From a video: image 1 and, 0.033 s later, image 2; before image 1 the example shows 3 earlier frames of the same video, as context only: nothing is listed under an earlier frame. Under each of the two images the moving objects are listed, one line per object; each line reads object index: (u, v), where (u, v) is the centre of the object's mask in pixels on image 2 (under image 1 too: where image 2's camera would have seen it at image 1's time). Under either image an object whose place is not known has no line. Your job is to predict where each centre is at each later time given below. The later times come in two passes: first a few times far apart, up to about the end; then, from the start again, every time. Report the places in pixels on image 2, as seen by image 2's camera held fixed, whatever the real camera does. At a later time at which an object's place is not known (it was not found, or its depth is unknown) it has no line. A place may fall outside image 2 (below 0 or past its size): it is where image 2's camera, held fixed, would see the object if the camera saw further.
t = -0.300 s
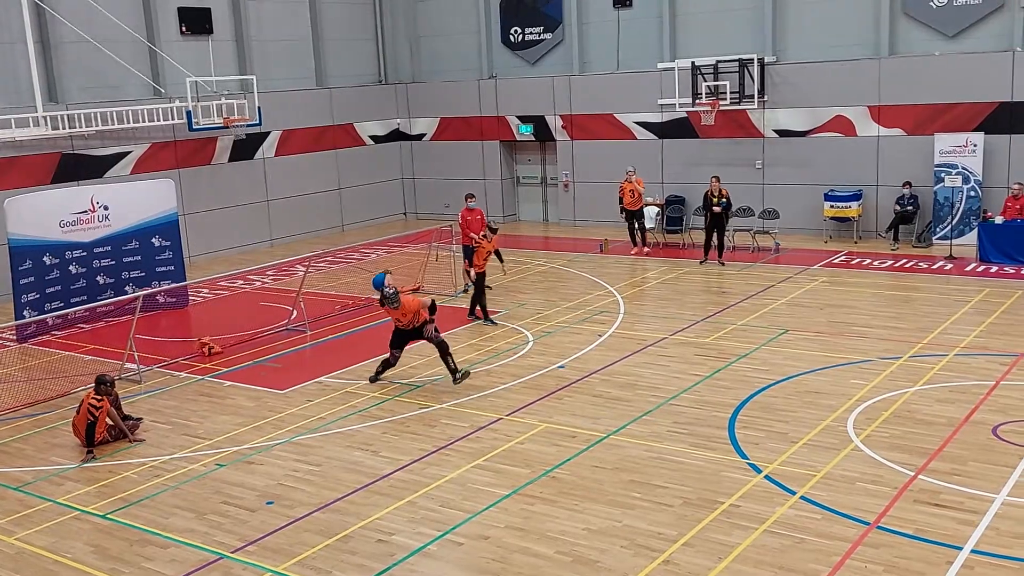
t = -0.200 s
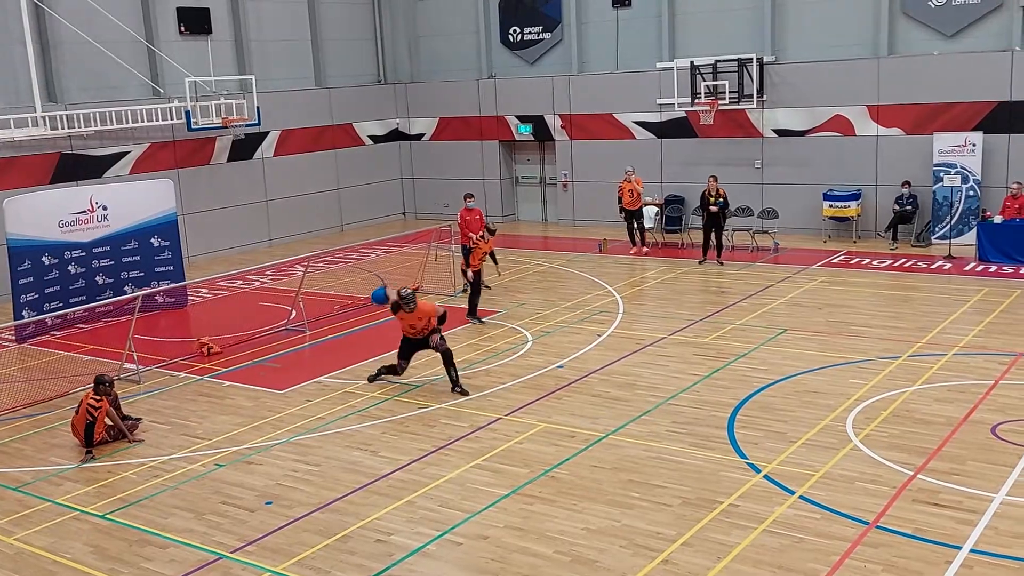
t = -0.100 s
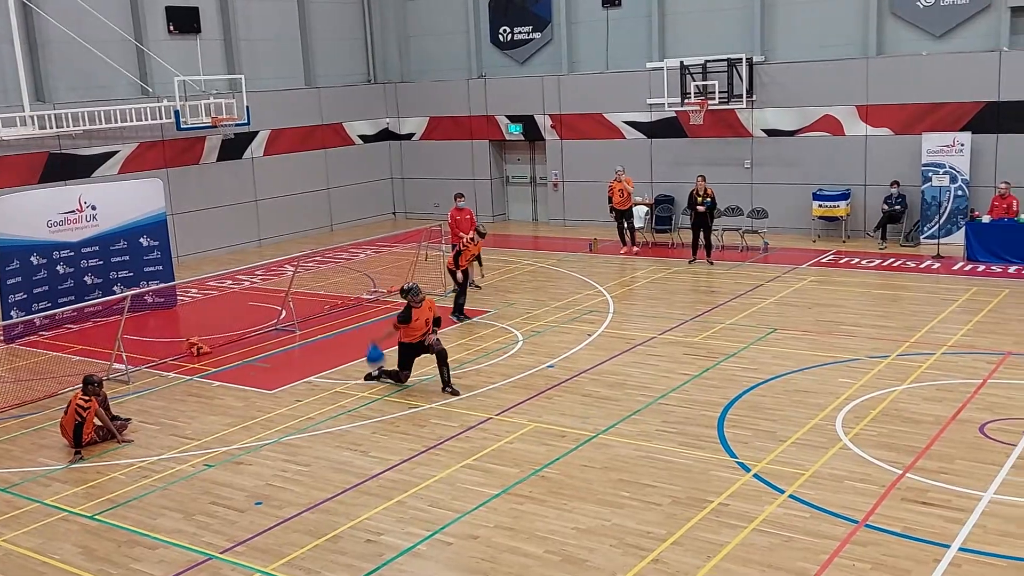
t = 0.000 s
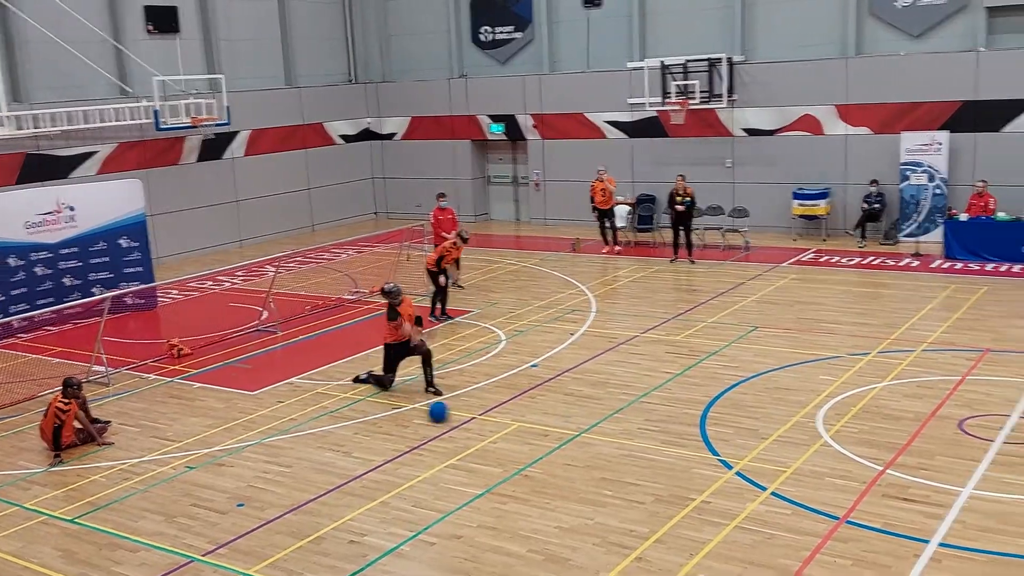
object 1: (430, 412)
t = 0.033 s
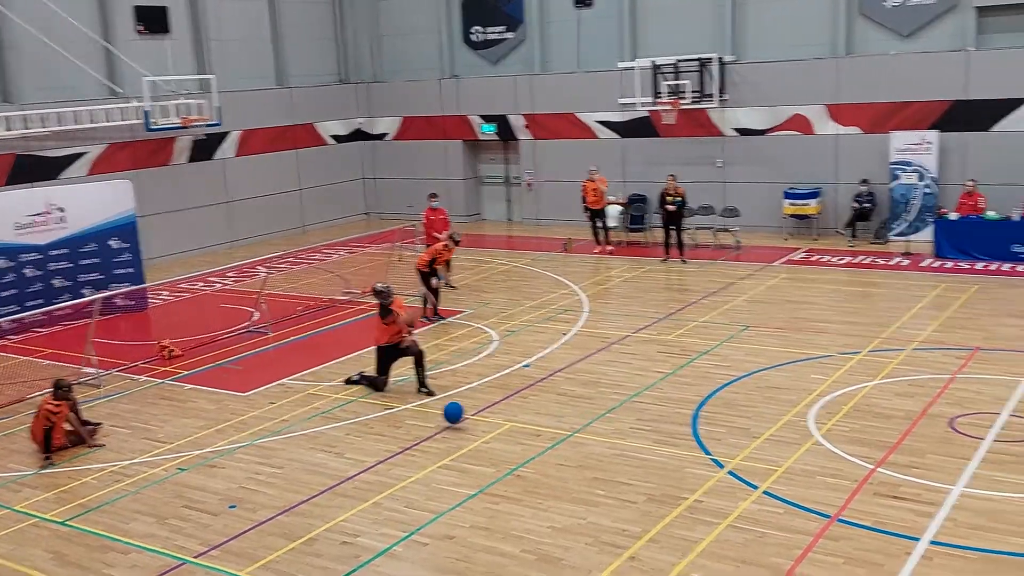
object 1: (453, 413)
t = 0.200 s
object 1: (584, 428)
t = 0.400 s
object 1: (793, 498)
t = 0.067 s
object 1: (477, 413)
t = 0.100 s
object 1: (502, 415)
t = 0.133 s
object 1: (528, 418)
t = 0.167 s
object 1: (555, 422)
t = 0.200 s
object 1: (584, 428)
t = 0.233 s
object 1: (615, 435)
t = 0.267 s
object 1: (646, 444)
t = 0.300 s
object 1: (680, 454)
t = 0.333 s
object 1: (716, 466)
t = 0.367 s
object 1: (754, 481)
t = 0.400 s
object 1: (793, 498)
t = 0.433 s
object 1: (836, 517)
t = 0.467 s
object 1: (881, 541)
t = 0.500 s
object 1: (926, 557)
